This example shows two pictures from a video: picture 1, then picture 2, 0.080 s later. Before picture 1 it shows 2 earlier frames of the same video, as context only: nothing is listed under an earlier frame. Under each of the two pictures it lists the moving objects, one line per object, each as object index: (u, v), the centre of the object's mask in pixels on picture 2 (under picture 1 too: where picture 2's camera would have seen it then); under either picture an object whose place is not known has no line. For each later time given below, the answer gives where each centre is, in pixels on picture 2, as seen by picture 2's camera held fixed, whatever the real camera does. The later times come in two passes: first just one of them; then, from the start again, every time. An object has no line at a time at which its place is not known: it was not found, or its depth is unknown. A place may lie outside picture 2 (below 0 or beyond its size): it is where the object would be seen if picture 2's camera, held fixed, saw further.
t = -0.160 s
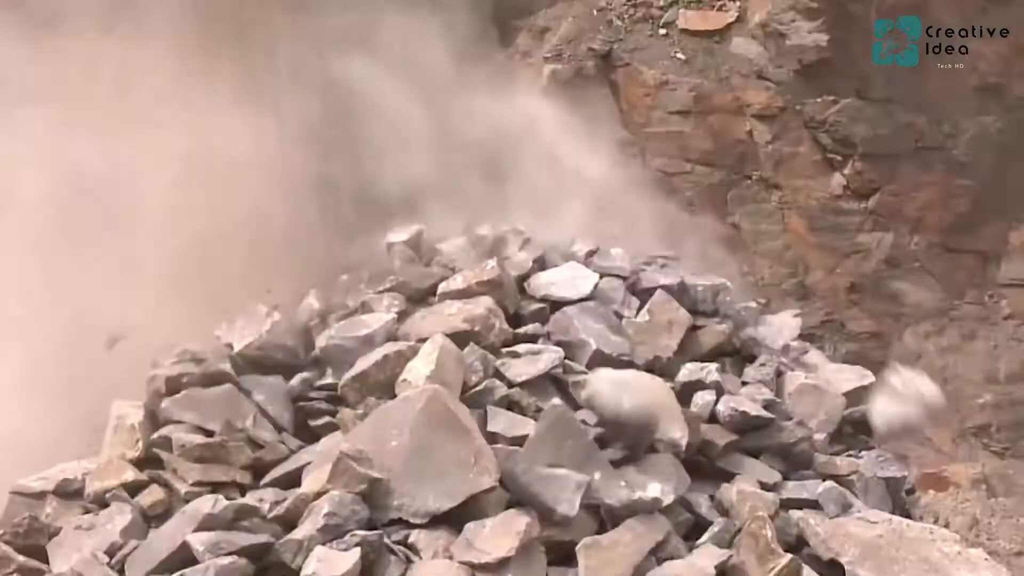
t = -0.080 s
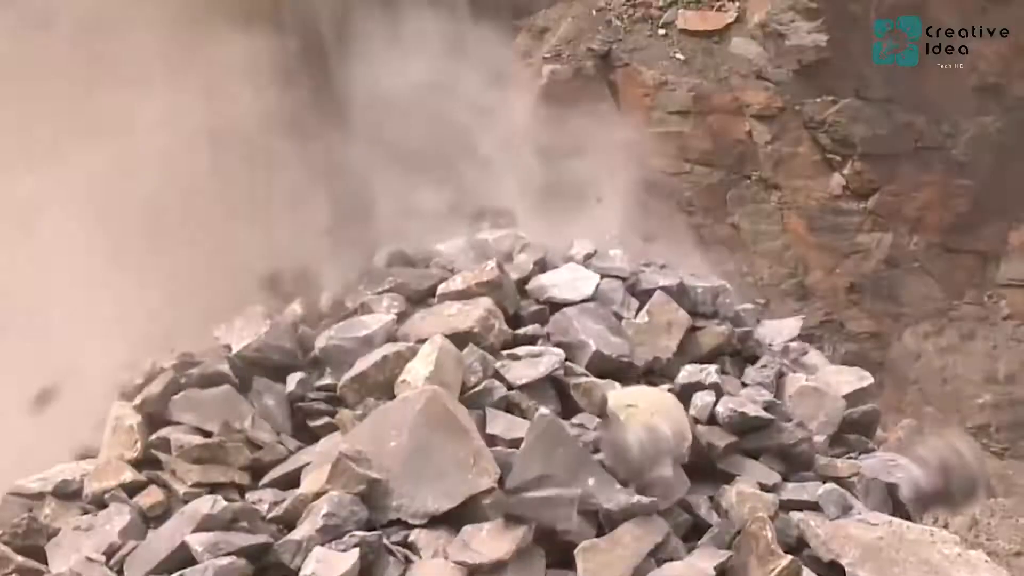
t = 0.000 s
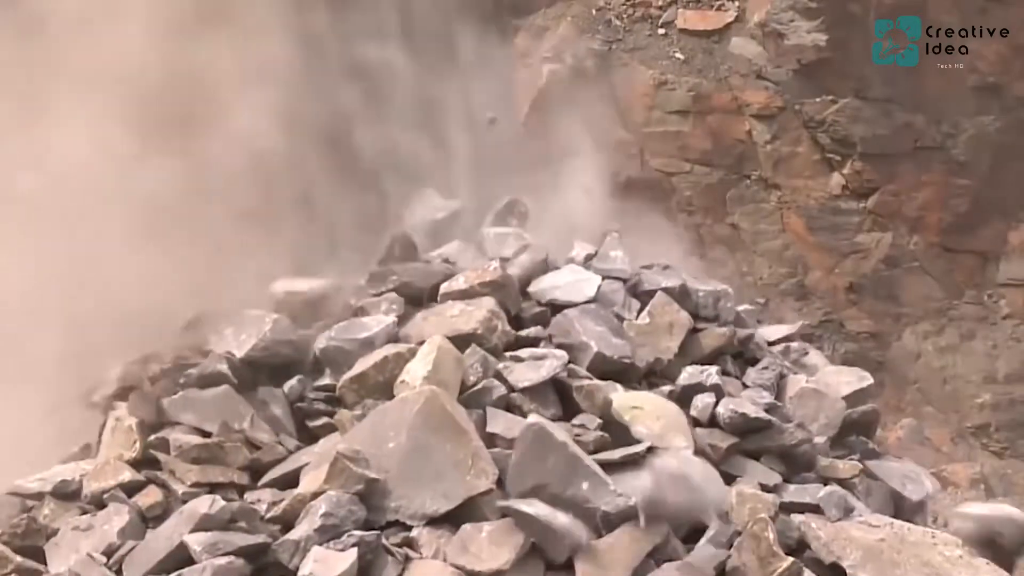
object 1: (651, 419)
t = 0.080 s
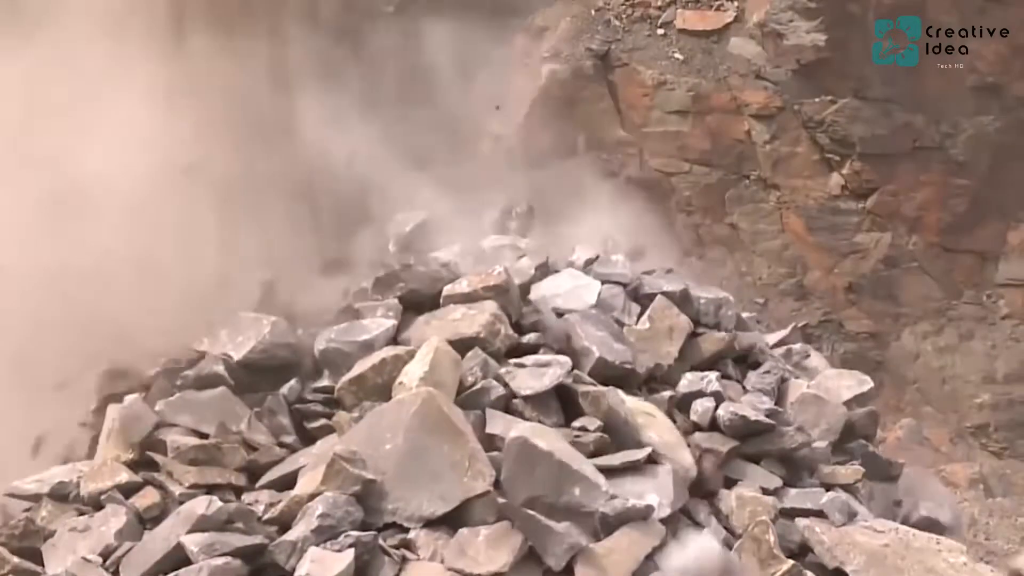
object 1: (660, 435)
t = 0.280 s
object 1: (693, 478)
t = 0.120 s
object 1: (666, 444)
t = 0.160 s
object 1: (675, 450)
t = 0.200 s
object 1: (685, 463)
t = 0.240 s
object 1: (692, 471)
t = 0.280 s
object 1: (693, 478)
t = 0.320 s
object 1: (698, 488)
